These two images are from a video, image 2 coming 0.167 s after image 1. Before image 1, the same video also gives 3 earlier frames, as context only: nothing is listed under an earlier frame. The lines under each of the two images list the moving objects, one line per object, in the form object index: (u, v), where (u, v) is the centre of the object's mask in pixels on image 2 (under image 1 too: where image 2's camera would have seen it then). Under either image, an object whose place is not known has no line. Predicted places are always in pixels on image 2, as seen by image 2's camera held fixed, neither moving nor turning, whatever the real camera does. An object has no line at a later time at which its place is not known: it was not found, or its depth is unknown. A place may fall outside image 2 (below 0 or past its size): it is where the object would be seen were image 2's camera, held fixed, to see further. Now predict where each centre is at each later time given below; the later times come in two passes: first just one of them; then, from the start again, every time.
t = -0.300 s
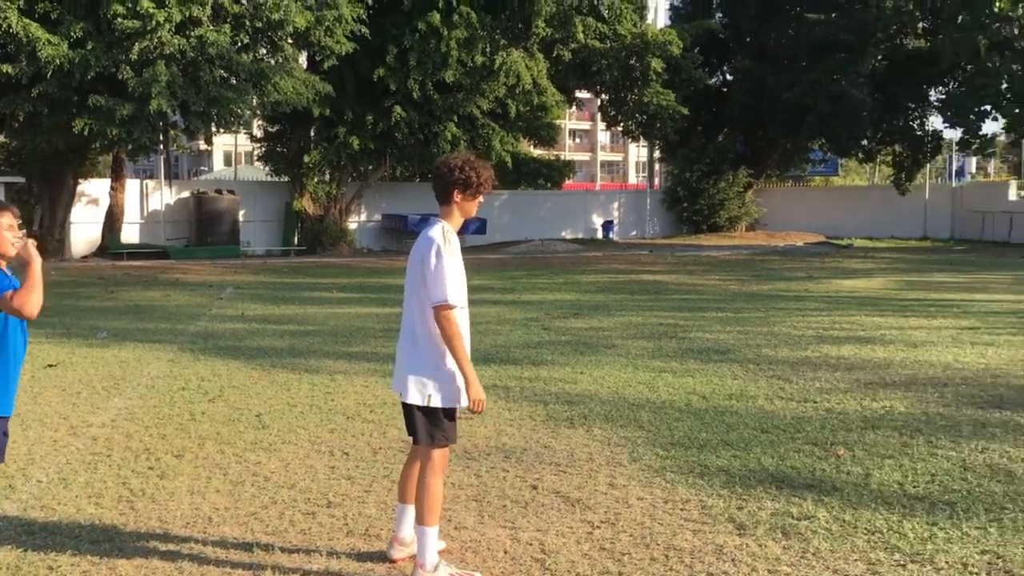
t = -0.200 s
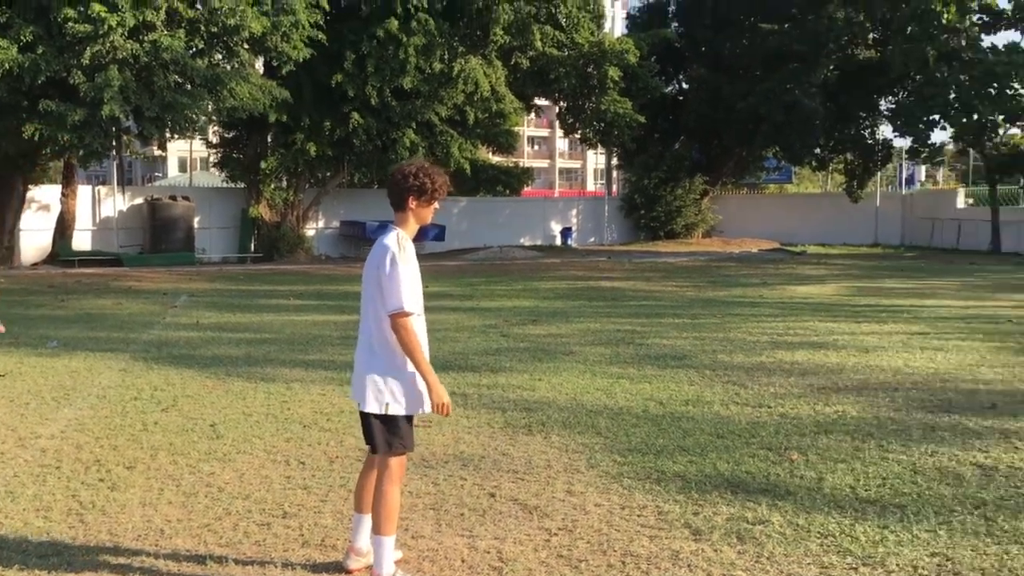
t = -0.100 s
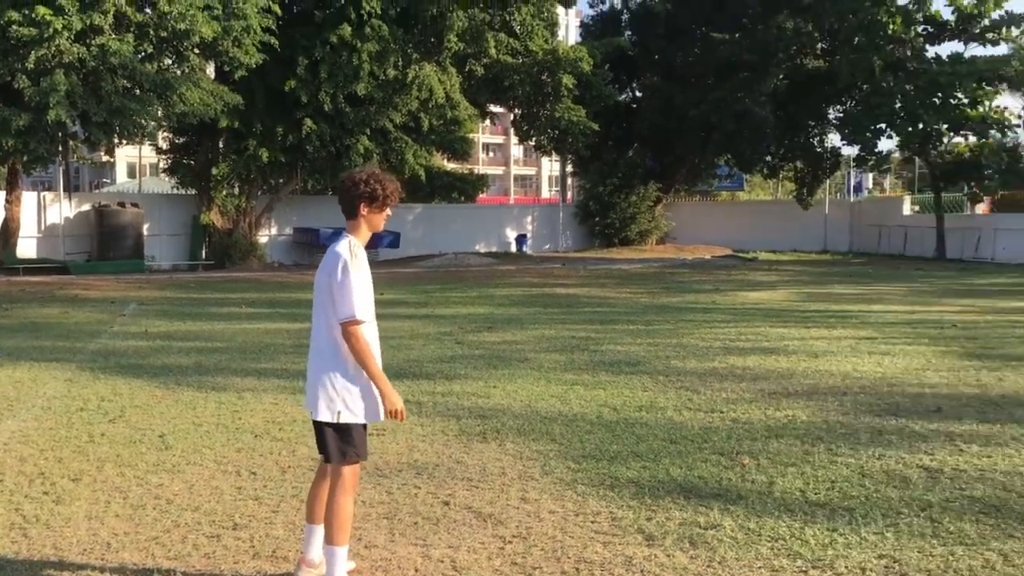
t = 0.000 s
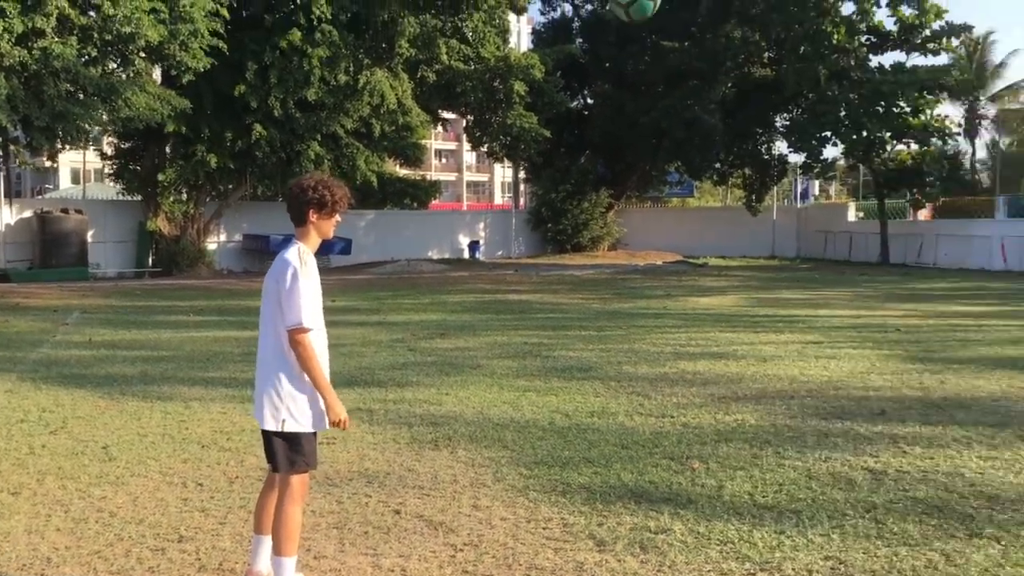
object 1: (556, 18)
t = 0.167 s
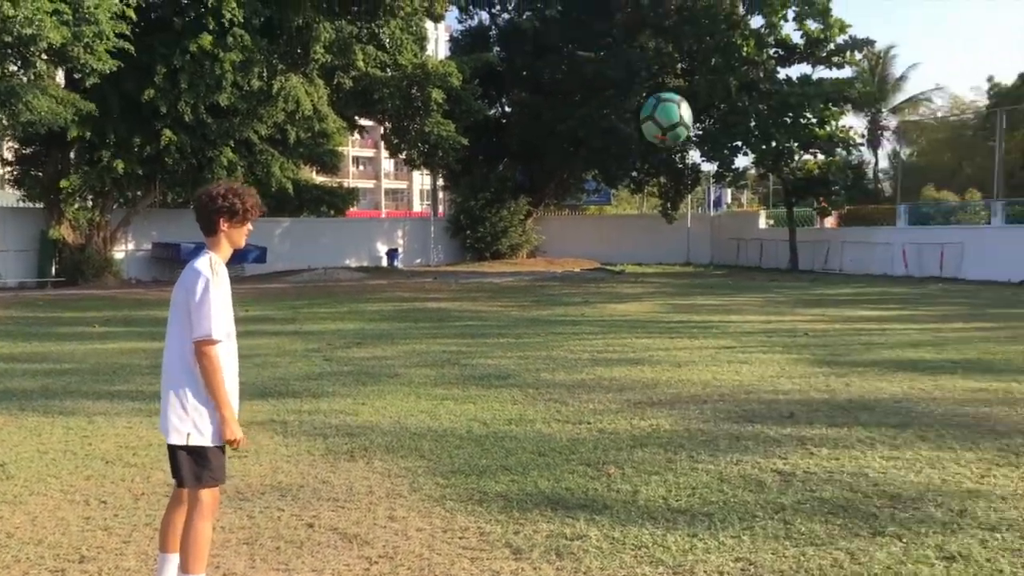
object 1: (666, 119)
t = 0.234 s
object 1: (707, 182)
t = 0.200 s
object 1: (687, 151)
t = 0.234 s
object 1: (707, 182)
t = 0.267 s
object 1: (727, 218)
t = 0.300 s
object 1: (746, 255)
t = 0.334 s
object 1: (770, 294)
